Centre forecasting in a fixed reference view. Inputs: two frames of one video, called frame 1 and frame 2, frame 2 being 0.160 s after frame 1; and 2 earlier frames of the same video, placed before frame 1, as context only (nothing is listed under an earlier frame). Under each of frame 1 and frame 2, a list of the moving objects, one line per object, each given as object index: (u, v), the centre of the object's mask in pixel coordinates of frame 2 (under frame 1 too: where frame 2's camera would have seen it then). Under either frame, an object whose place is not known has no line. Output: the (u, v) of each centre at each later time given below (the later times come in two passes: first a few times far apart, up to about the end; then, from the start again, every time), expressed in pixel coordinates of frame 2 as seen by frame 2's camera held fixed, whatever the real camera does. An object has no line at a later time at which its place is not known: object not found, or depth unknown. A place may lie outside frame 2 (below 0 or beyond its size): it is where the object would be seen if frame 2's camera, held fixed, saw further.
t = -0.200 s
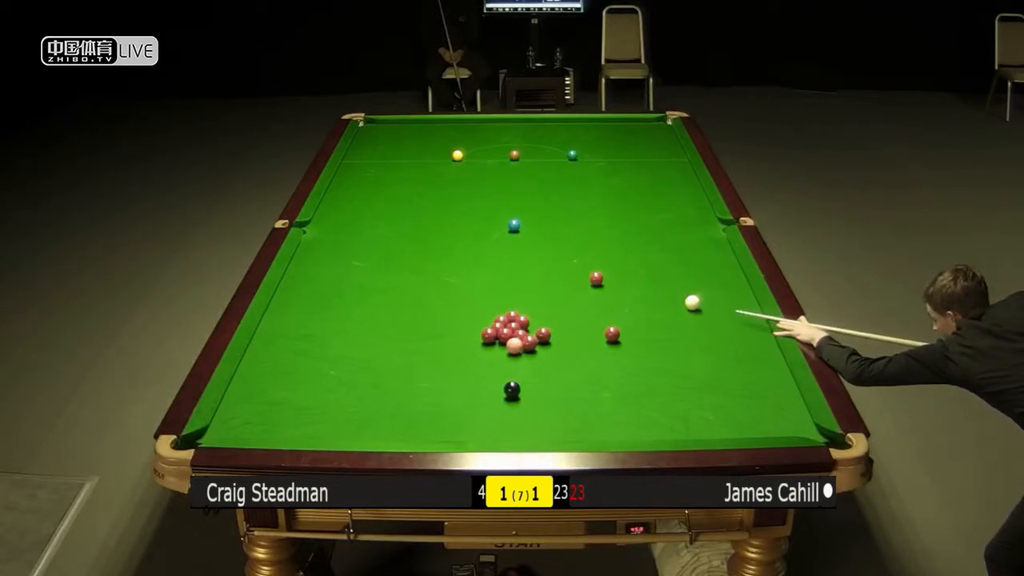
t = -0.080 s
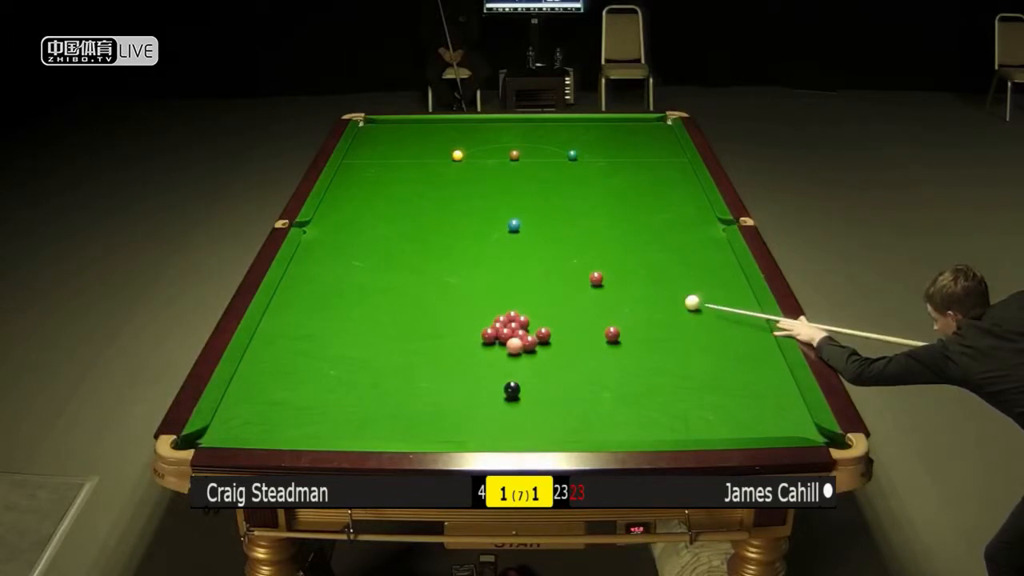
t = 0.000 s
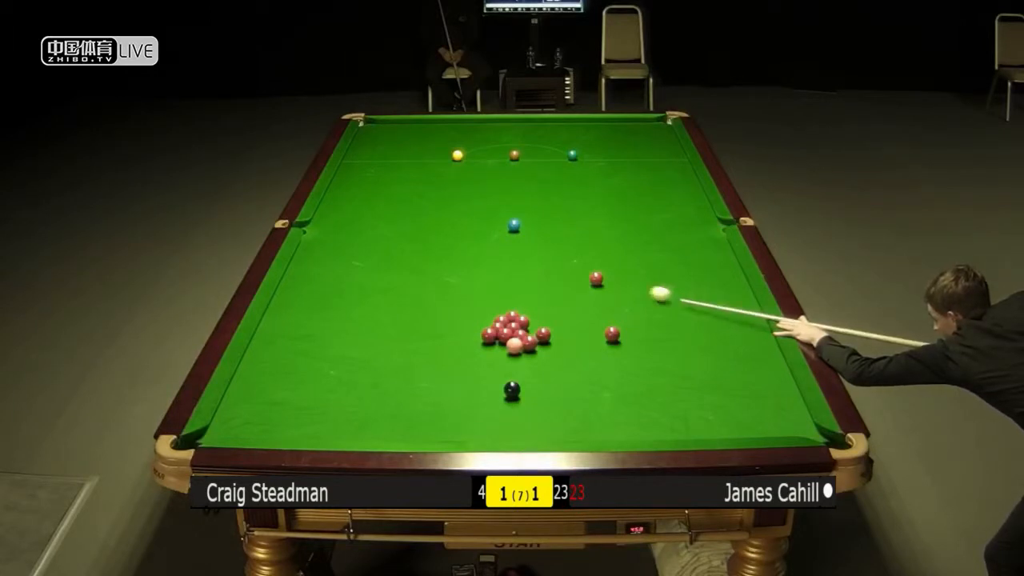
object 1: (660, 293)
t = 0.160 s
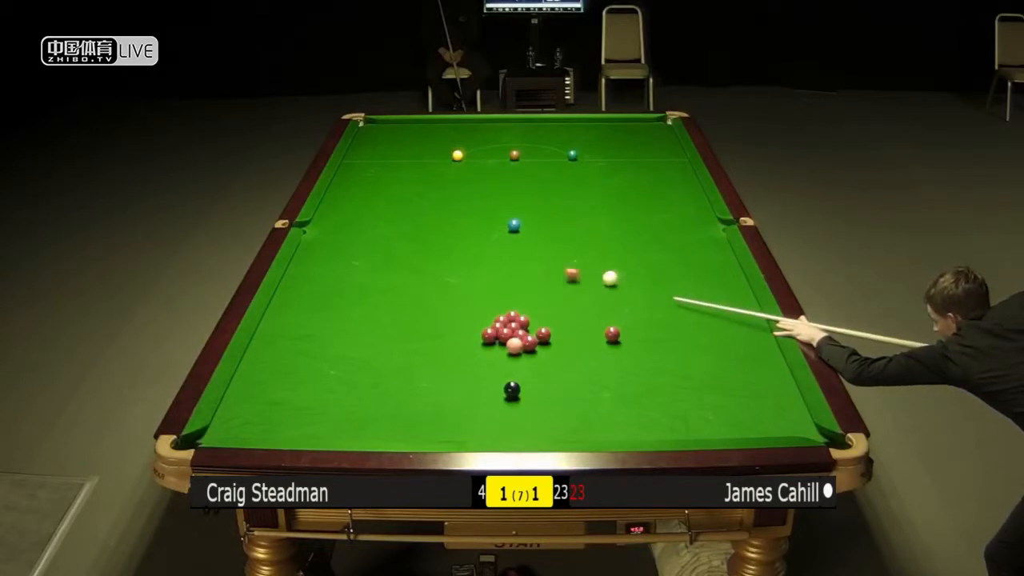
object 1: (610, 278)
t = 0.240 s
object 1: (609, 275)
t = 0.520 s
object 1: (608, 266)
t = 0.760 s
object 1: (607, 259)
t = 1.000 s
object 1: (607, 252)
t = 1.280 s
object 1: (606, 245)
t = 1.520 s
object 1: (606, 240)
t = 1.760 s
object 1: (605, 235)
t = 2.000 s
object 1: (604, 231)
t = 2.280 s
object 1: (604, 226)
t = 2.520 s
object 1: (603, 222)
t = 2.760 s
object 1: (603, 219)
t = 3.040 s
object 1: (602, 216)
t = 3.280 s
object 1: (602, 214)
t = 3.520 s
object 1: (602, 213)
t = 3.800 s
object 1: (601, 211)
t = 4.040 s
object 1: (601, 210)
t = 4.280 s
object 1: (601, 210)
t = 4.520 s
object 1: (601, 209)
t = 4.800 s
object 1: (601, 209)
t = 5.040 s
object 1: (601, 209)
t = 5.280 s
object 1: (601, 209)
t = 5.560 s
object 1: (601, 209)
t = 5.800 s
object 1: (601, 209)
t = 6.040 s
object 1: (601, 209)
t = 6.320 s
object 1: (601, 209)
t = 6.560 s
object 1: (601, 209)
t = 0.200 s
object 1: (610, 277)
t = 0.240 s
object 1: (609, 275)
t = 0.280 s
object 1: (609, 274)
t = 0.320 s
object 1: (609, 272)
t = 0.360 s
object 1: (609, 271)
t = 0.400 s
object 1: (609, 270)
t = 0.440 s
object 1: (609, 269)
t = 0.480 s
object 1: (609, 267)
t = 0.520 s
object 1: (608, 266)
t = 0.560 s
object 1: (608, 265)
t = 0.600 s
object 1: (608, 263)
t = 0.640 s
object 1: (608, 262)
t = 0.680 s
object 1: (608, 261)
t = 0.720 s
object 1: (608, 260)
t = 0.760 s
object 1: (607, 259)
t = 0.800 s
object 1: (607, 257)
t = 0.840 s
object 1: (607, 256)
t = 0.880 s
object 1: (607, 255)
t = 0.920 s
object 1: (607, 254)
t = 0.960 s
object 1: (607, 253)
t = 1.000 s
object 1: (607, 252)
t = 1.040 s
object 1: (607, 251)
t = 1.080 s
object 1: (607, 250)
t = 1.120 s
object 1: (607, 249)
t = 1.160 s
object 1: (607, 248)
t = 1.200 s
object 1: (606, 247)
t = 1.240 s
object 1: (606, 246)
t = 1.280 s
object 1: (606, 245)
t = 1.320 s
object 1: (606, 244)
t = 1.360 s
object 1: (606, 243)
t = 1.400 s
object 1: (606, 242)
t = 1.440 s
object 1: (606, 241)
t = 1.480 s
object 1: (605, 241)
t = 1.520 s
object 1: (606, 240)
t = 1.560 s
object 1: (605, 239)
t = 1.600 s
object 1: (605, 238)
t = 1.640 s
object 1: (605, 237)
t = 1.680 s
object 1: (605, 236)
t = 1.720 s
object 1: (605, 236)
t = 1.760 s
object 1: (605, 235)
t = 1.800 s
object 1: (605, 234)
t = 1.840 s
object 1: (604, 233)
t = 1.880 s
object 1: (605, 233)
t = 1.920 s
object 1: (604, 232)
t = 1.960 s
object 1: (604, 231)
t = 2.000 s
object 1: (604, 231)
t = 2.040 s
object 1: (604, 230)
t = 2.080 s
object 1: (604, 229)
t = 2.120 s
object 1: (604, 229)
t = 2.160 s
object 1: (604, 228)
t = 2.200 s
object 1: (604, 227)
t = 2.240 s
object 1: (604, 227)
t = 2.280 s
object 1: (604, 226)
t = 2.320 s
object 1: (604, 225)
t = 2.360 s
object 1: (604, 225)
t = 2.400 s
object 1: (604, 224)
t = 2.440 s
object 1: (603, 223)
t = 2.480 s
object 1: (603, 223)
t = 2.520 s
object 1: (603, 222)
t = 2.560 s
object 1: (603, 222)
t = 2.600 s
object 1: (603, 221)
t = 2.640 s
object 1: (603, 221)
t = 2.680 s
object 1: (603, 220)
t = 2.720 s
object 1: (603, 220)
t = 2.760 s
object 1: (603, 219)
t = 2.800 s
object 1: (603, 219)
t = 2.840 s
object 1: (603, 219)
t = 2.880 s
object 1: (603, 218)
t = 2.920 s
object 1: (603, 218)
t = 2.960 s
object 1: (602, 217)
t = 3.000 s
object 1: (602, 217)
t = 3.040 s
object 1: (602, 216)
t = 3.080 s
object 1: (602, 216)
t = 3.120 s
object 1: (602, 216)
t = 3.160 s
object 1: (602, 216)
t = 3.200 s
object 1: (602, 215)
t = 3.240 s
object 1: (602, 215)
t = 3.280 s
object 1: (602, 214)
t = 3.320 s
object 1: (602, 214)
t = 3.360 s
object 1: (602, 214)
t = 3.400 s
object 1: (602, 213)
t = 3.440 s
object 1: (602, 213)
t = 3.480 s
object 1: (602, 213)
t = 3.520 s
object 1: (602, 213)
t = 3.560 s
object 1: (602, 212)
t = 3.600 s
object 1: (602, 212)
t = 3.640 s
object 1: (602, 212)
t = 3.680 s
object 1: (602, 212)
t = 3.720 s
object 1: (601, 211)
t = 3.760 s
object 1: (601, 211)
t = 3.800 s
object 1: (601, 211)
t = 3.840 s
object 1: (601, 211)
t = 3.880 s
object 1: (601, 211)
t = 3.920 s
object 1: (601, 211)
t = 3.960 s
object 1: (601, 211)
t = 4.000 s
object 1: (601, 210)
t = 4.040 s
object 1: (601, 210)
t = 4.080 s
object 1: (601, 210)
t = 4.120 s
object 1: (601, 210)
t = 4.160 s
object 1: (601, 210)
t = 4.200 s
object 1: (601, 210)
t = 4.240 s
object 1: (601, 210)
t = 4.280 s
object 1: (601, 210)
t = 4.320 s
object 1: (601, 210)
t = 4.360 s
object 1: (601, 209)
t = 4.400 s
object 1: (601, 210)
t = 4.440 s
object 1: (601, 209)
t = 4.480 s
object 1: (601, 209)
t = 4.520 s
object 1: (601, 209)
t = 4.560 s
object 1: (601, 209)
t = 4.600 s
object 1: (601, 209)
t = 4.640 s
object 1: (601, 209)
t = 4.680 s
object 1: (601, 209)
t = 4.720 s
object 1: (601, 209)
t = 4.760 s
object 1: (601, 209)
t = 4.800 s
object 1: (601, 209)
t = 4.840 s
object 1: (601, 209)
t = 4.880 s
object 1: (601, 209)
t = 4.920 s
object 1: (601, 209)
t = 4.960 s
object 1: (601, 209)
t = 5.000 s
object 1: (601, 209)
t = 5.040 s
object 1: (601, 209)
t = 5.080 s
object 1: (601, 209)
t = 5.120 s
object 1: (601, 209)
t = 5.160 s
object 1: (601, 209)
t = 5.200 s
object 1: (601, 209)
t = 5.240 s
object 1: (601, 209)
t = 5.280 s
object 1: (601, 209)
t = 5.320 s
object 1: (601, 209)
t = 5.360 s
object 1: (601, 209)
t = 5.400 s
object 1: (601, 209)
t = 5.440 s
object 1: (601, 209)
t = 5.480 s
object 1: (601, 209)
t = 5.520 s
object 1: (601, 209)
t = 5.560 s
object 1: (601, 209)
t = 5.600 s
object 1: (601, 209)
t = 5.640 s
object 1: (601, 209)
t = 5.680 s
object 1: (601, 209)
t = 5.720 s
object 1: (601, 209)
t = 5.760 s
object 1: (601, 209)
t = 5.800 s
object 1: (601, 209)
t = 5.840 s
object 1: (601, 209)
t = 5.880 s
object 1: (601, 209)
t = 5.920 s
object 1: (601, 209)
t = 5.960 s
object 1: (601, 209)
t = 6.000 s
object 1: (601, 209)
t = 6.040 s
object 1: (601, 209)
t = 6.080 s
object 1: (601, 209)
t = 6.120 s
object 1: (601, 209)
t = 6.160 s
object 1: (601, 209)
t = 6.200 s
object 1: (601, 209)
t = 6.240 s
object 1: (601, 209)
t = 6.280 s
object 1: (601, 209)
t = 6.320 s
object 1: (601, 209)
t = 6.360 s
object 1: (601, 209)
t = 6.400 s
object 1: (601, 209)
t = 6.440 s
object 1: (601, 209)
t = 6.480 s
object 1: (601, 209)
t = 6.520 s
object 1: (601, 209)
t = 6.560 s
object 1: (601, 209)
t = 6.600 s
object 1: (601, 209)
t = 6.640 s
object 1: (601, 209)
